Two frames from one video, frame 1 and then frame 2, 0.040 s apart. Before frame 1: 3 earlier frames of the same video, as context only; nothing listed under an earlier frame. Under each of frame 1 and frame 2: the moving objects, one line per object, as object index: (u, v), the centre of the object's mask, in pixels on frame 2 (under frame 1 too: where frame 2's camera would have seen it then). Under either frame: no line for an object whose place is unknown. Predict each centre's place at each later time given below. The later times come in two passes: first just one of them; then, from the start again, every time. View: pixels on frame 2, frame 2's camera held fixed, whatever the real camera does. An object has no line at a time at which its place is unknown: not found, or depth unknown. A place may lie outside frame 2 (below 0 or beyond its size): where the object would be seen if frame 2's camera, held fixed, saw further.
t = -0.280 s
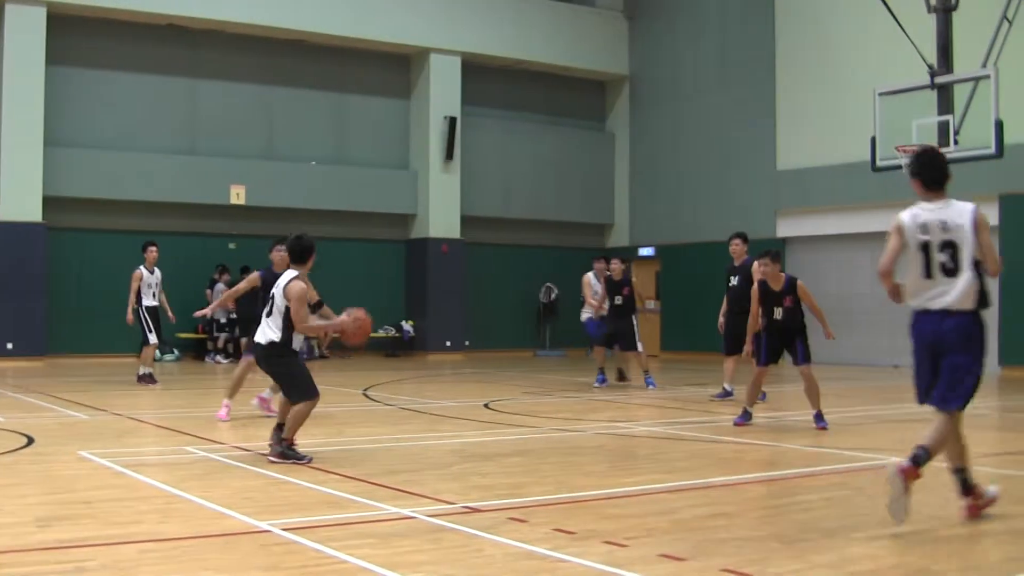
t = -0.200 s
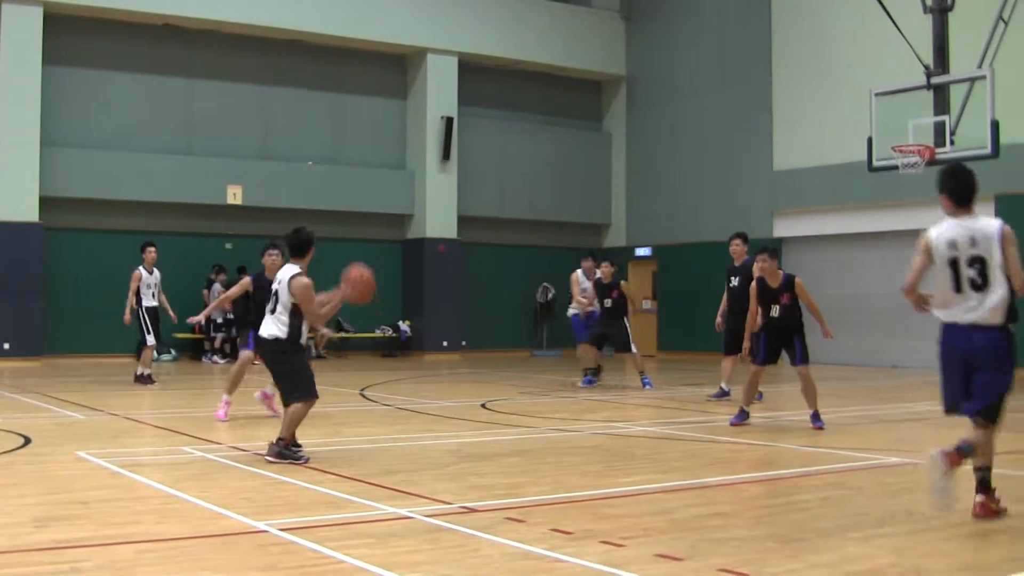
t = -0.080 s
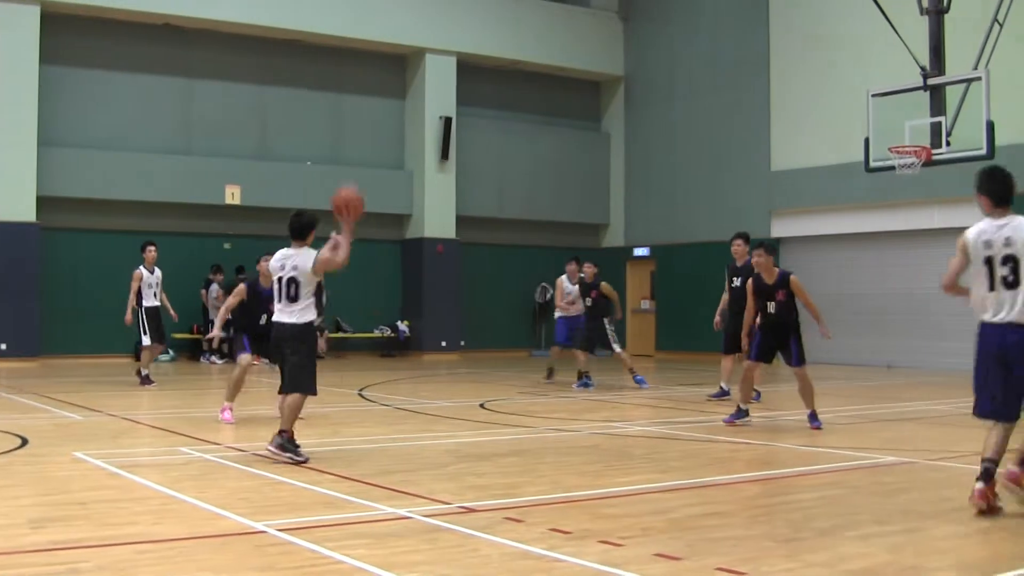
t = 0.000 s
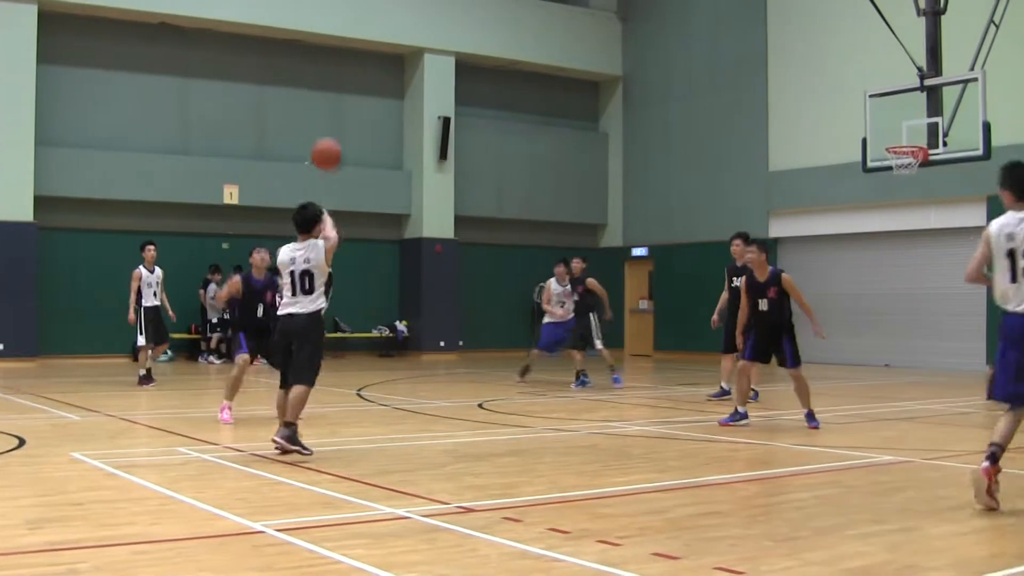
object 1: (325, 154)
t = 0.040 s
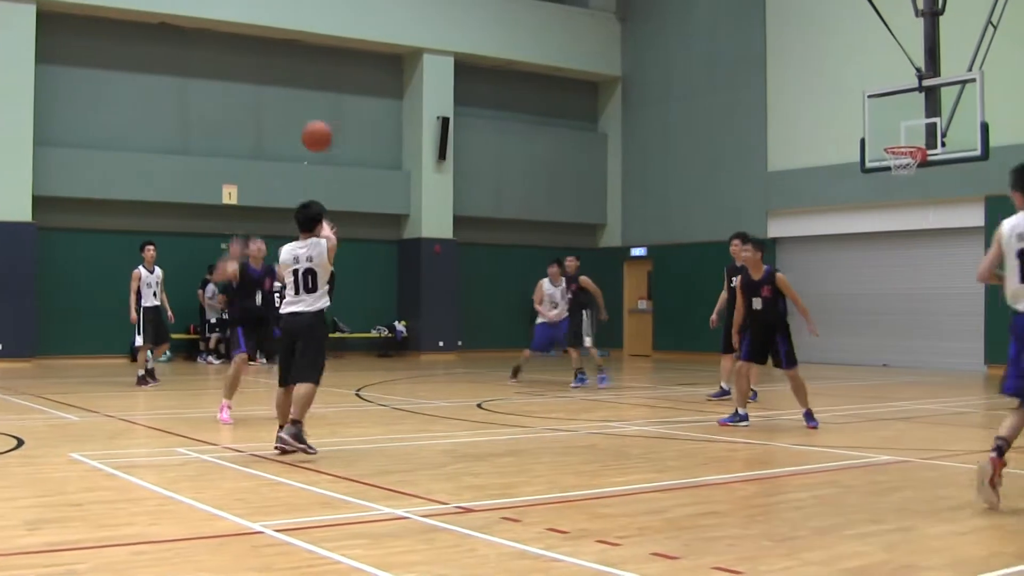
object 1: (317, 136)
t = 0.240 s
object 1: (283, 83)
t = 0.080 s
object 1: (309, 120)
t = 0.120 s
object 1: (302, 108)
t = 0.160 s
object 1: (294, 97)
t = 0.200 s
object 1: (288, 89)
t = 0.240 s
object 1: (283, 83)
